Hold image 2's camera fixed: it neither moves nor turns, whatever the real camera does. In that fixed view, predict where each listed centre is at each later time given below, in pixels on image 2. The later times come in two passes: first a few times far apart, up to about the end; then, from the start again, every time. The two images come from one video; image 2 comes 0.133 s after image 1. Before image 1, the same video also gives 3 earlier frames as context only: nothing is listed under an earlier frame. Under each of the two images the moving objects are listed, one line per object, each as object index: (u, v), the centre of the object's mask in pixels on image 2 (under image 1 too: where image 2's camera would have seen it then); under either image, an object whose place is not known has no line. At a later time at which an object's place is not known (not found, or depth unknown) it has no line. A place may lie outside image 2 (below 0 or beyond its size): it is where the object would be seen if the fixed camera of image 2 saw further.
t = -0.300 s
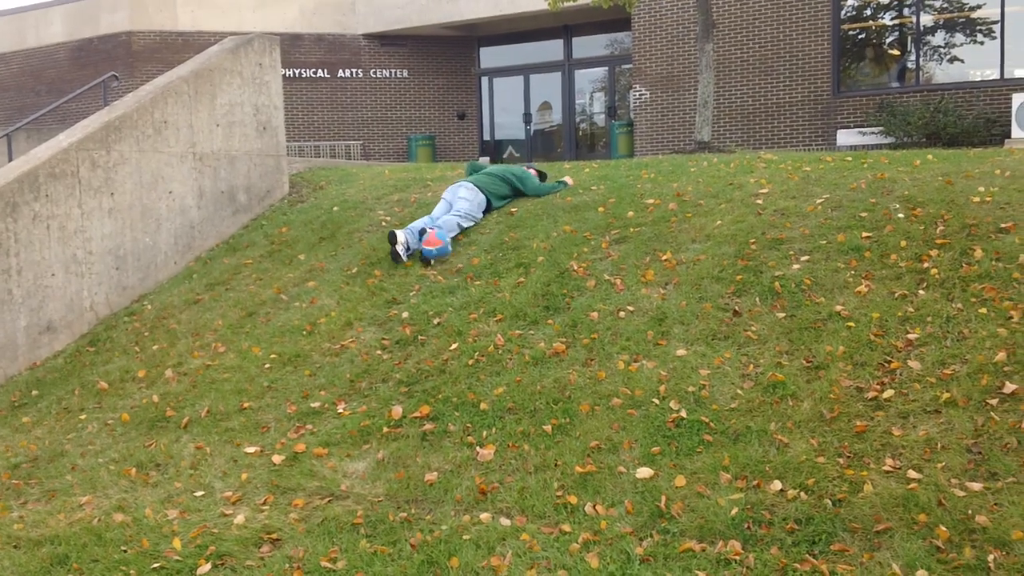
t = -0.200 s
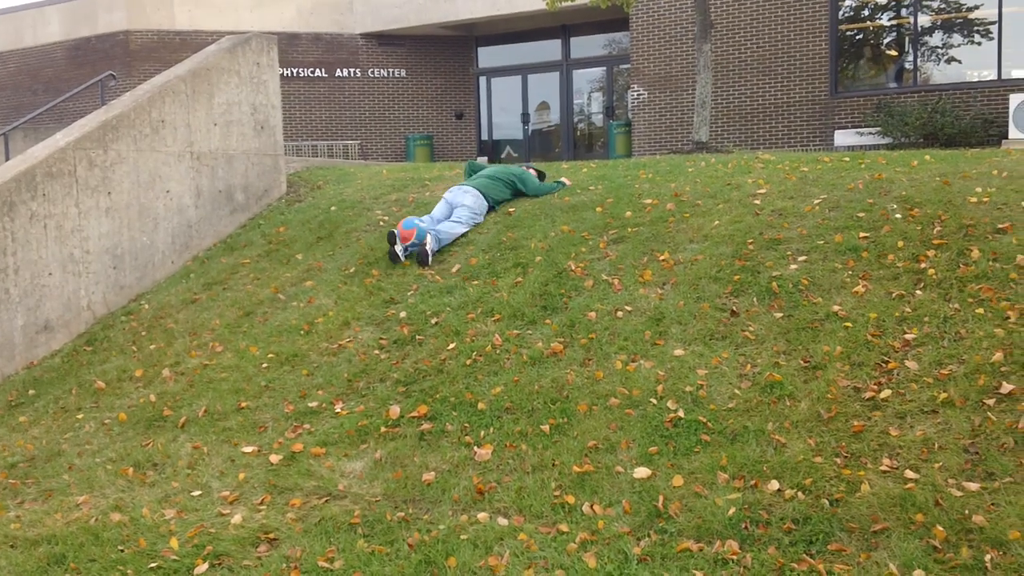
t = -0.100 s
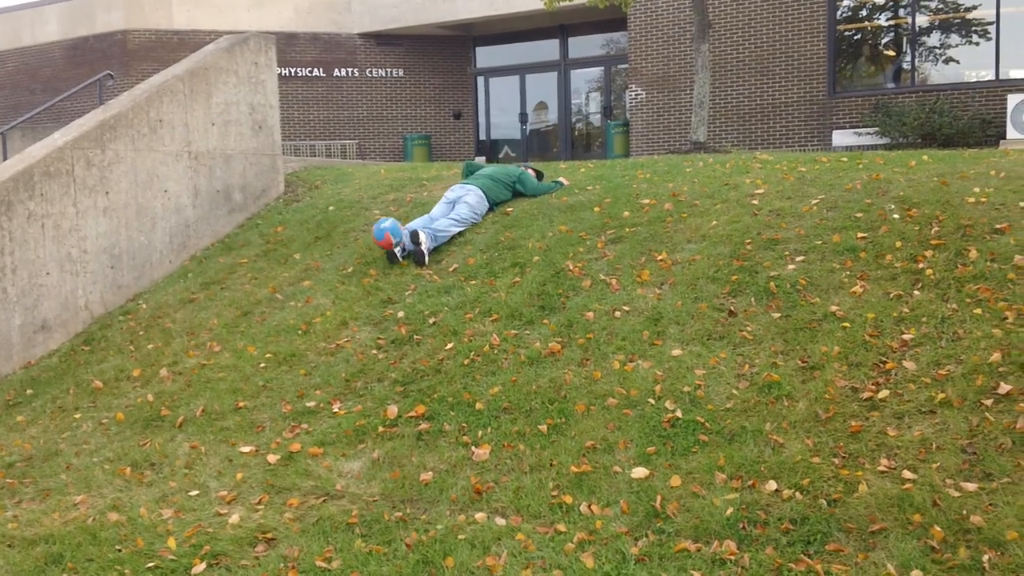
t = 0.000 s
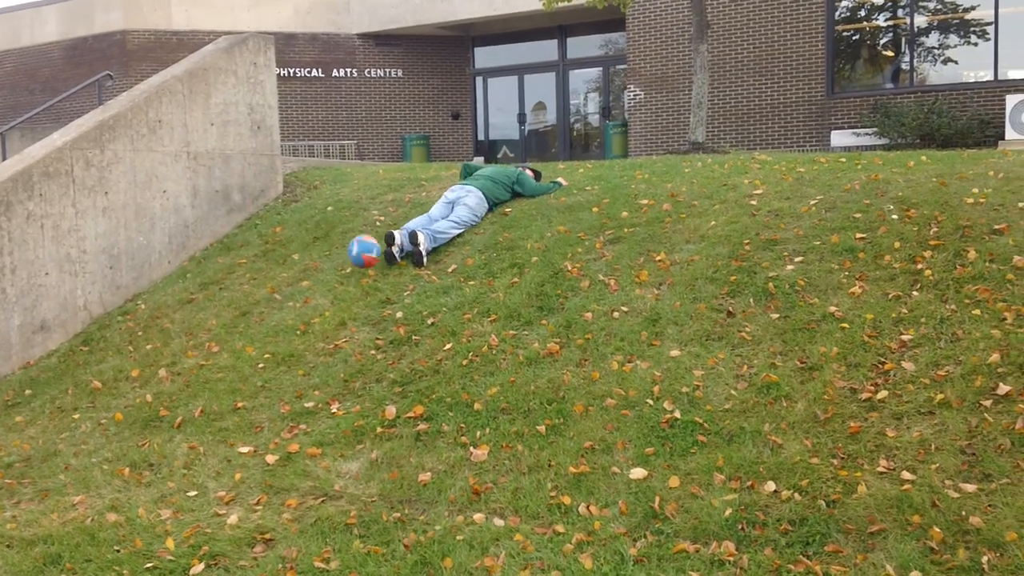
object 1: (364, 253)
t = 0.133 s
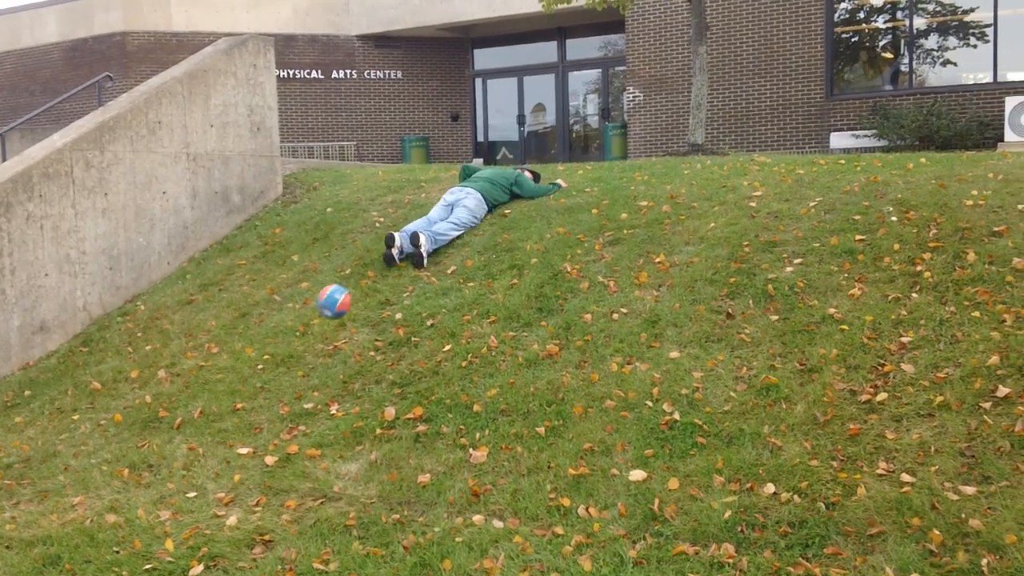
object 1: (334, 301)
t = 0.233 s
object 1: (311, 358)
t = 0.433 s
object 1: (256, 374)
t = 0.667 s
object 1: (186, 429)
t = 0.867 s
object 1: (117, 474)
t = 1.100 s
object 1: (31, 515)
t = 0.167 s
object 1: (326, 318)
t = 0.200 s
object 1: (319, 337)
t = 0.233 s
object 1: (311, 358)
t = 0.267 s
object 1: (304, 370)
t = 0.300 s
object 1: (295, 369)
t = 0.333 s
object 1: (285, 368)
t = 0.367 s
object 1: (275, 369)
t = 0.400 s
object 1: (266, 370)
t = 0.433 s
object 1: (256, 374)
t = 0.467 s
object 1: (246, 381)
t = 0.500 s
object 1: (237, 389)
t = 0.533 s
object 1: (227, 399)
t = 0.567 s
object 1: (217, 410)
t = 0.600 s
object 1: (207, 421)
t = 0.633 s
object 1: (196, 427)
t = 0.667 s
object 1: (186, 429)
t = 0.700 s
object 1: (174, 433)
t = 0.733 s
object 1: (164, 438)
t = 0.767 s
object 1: (152, 446)
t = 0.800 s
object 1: (140, 456)
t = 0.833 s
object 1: (129, 466)
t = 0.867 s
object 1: (117, 474)
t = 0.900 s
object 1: (106, 479)
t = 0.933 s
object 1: (93, 483)
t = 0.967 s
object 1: (82, 489)
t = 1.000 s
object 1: (69, 496)
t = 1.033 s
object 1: (56, 504)
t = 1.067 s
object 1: (44, 510)
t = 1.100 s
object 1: (31, 515)
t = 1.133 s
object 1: (19, 520)
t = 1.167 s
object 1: (7, 525)
